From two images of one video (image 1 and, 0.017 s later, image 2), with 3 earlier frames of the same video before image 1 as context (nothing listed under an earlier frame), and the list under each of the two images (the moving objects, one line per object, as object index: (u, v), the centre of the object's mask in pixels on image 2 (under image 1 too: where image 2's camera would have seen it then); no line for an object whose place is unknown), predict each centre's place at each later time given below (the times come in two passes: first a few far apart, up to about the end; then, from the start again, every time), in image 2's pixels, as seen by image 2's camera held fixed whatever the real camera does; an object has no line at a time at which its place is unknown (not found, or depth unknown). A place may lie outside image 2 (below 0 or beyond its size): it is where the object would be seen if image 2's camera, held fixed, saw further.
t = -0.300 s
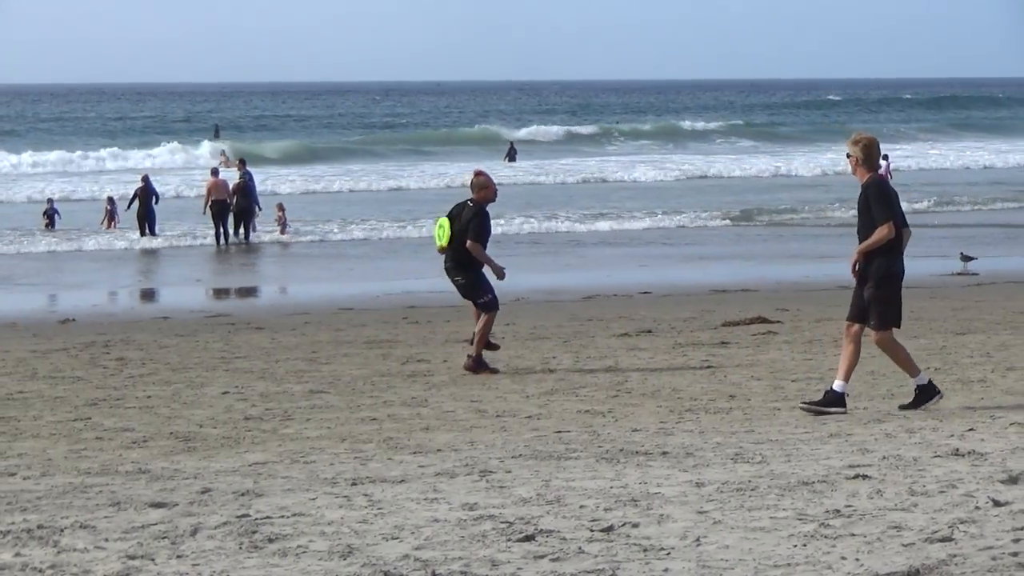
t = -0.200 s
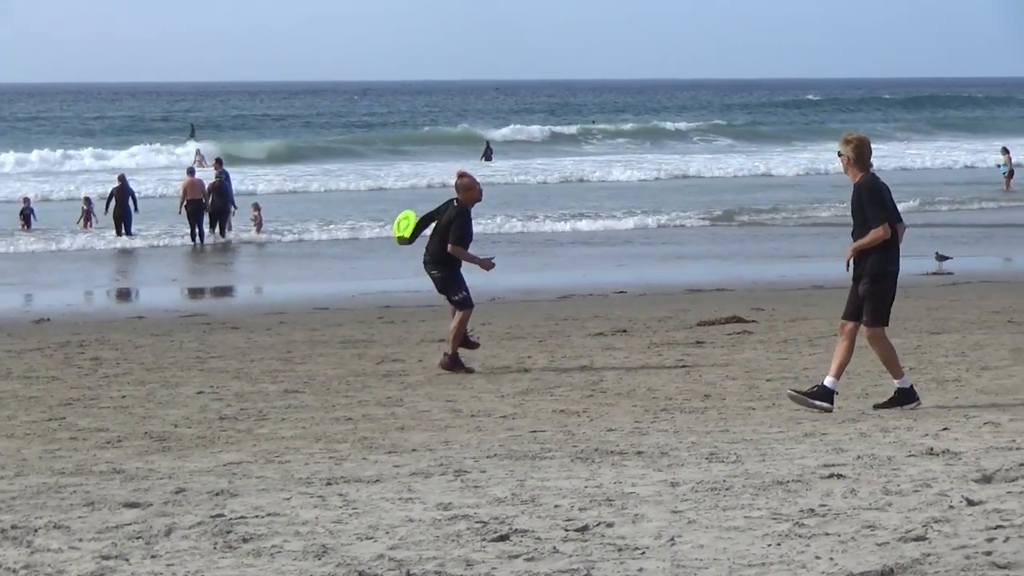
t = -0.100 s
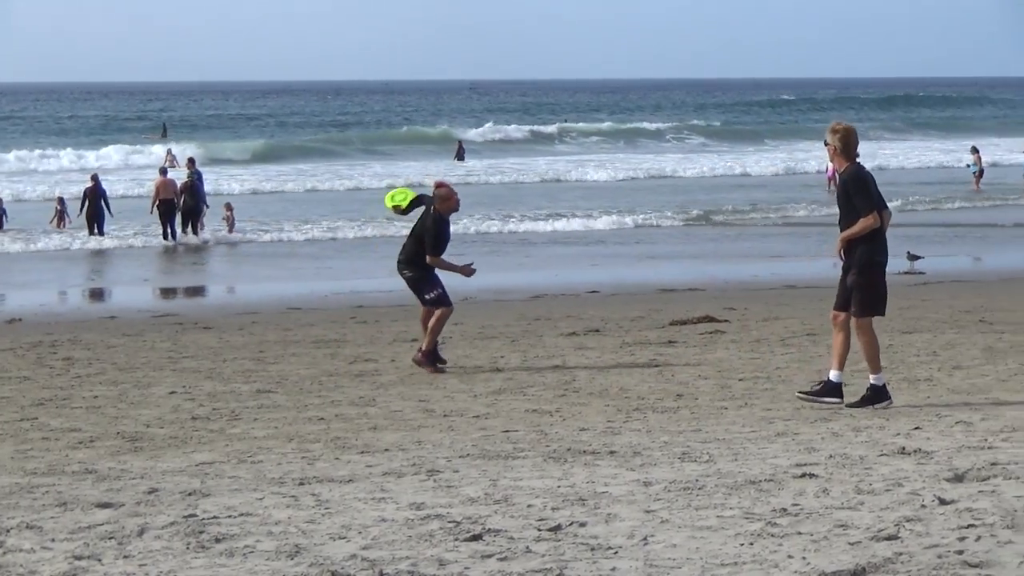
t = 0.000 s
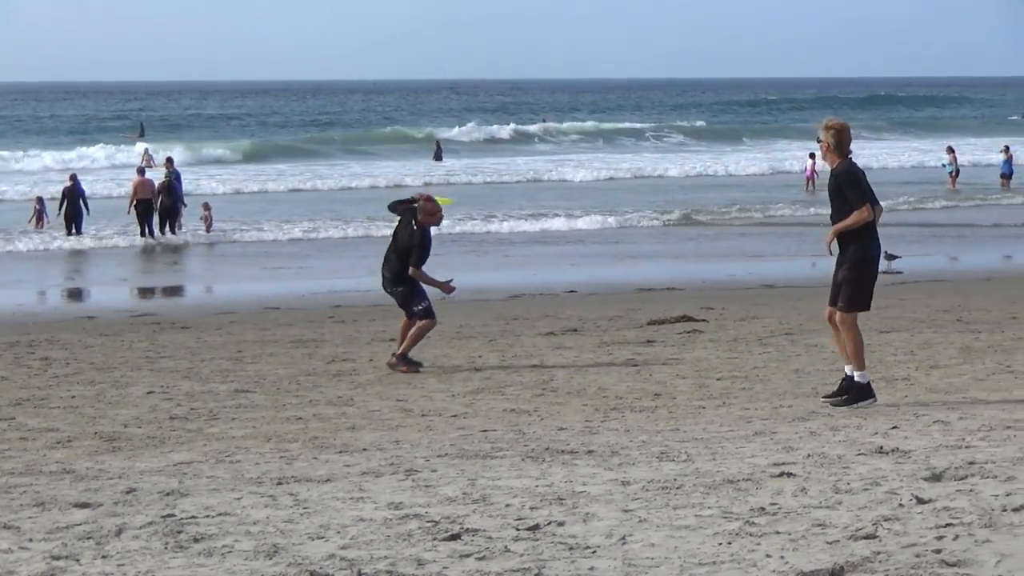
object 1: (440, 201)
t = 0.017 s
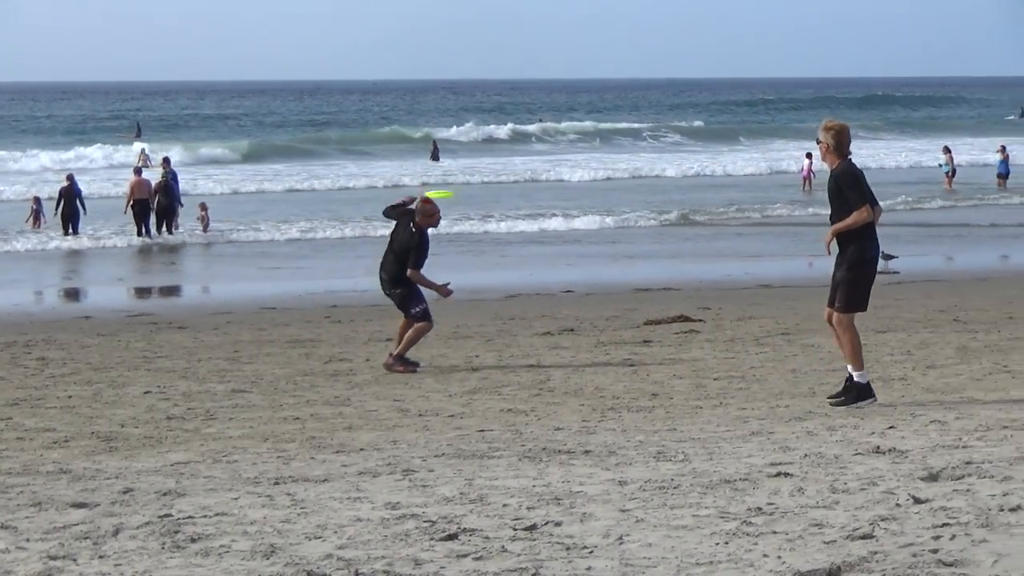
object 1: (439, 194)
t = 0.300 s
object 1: (524, 119)
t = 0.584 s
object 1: (617, 95)
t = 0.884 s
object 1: (719, 90)
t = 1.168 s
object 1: (814, 95)
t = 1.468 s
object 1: (909, 118)
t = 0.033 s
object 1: (444, 188)
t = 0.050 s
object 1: (448, 182)
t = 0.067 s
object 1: (453, 176)
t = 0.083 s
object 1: (457, 171)
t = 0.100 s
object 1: (461, 165)
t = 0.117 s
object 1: (467, 160)
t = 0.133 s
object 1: (472, 155)
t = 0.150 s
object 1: (477, 151)
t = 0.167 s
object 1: (482, 146)
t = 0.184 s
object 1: (487, 142)
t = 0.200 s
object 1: (492, 139)
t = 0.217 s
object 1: (496, 135)
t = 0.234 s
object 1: (502, 131)
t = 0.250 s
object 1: (508, 128)
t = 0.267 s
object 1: (513, 125)
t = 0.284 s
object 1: (518, 122)
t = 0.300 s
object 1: (524, 119)
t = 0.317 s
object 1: (529, 117)
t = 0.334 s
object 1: (534, 114)
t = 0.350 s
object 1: (540, 112)
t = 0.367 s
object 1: (545, 110)
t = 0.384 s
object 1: (550, 109)
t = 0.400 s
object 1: (556, 107)
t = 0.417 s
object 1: (561, 105)
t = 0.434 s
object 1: (567, 104)
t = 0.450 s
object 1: (572, 102)
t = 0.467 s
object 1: (578, 101)
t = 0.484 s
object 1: (583, 100)
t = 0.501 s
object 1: (589, 99)
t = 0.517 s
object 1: (595, 98)
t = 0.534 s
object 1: (600, 97)
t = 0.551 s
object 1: (605, 97)
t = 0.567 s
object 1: (611, 96)
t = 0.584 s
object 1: (617, 95)
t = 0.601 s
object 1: (623, 95)
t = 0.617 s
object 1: (629, 94)
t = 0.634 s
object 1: (634, 93)
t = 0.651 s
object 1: (640, 93)
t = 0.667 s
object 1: (645, 92)
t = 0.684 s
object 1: (651, 92)
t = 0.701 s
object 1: (657, 92)
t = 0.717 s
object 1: (663, 91)
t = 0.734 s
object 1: (668, 91)
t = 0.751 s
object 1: (674, 91)
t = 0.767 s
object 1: (680, 91)
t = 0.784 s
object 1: (686, 91)
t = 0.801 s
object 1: (691, 91)
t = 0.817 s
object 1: (697, 90)
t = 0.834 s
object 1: (702, 90)
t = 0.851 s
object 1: (708, 90)
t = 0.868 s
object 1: (714, 90)
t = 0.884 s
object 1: (719, 90)
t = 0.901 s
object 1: (725, 89)
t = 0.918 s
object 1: (731, 89)
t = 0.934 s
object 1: (736, 89)
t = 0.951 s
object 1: (741, 90)
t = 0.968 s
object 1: (747, 89)
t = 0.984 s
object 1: (753, 90)
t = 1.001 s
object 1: (758, 90)
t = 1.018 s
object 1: (764, 90)
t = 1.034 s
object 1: (769, 91)
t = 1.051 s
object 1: (775, 91)
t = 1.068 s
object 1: (781, 91)
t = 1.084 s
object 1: (786, 92)
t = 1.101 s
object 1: (792, 93)
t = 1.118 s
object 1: (797, 93)
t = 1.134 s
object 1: (802, 94)
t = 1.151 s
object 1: (808, 94)
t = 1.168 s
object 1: (814, 95)
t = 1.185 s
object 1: (819, 95)
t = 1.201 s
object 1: (825, 96)
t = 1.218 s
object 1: (830, 96)
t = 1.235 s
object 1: (835, 97)
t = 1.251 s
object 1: (840, 97)
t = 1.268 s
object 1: (845, 97)
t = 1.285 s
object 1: (851, 98)
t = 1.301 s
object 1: (857, 99)
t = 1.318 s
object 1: (862, 100)
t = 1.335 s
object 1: (867, 102)
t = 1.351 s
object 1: (872, 103)
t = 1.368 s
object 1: (878, 105)
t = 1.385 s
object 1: (883, 106)
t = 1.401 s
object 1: (888, 109)
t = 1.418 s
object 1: (893, 111)
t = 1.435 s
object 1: (899, 113)
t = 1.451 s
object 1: (906, 114)
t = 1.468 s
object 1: (909, 118)
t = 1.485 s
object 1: (914, 121)
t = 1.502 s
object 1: (919, 125)
